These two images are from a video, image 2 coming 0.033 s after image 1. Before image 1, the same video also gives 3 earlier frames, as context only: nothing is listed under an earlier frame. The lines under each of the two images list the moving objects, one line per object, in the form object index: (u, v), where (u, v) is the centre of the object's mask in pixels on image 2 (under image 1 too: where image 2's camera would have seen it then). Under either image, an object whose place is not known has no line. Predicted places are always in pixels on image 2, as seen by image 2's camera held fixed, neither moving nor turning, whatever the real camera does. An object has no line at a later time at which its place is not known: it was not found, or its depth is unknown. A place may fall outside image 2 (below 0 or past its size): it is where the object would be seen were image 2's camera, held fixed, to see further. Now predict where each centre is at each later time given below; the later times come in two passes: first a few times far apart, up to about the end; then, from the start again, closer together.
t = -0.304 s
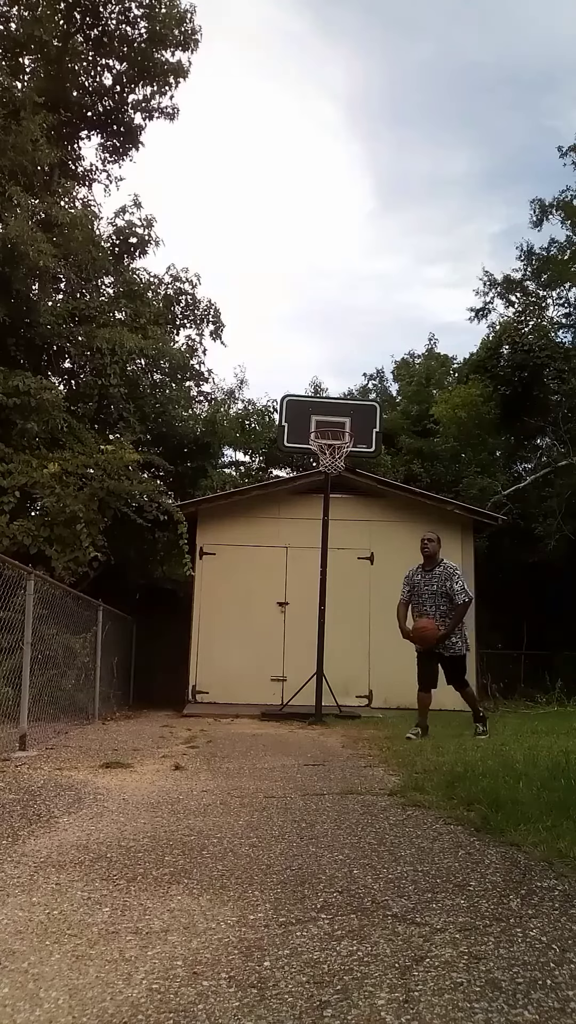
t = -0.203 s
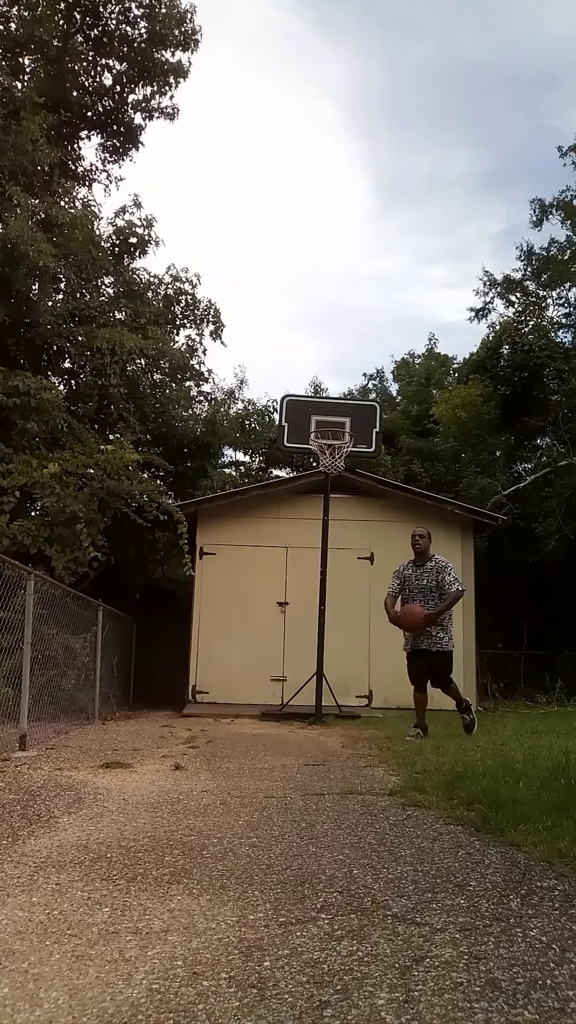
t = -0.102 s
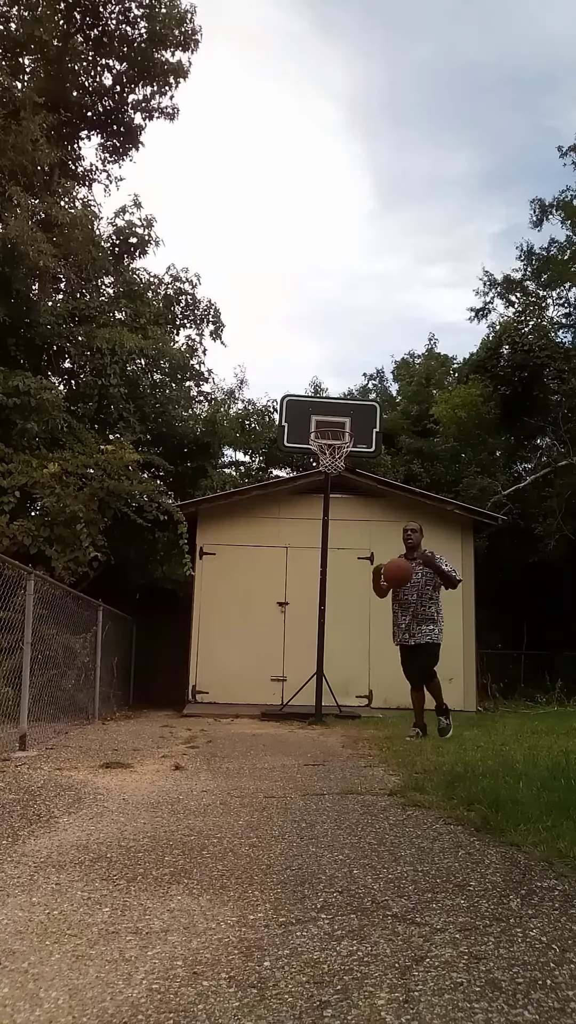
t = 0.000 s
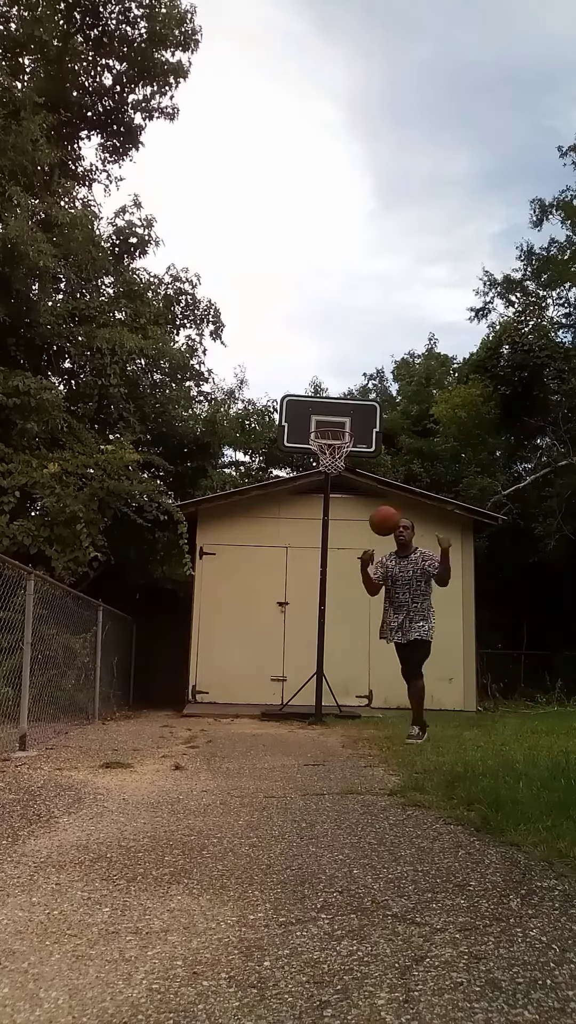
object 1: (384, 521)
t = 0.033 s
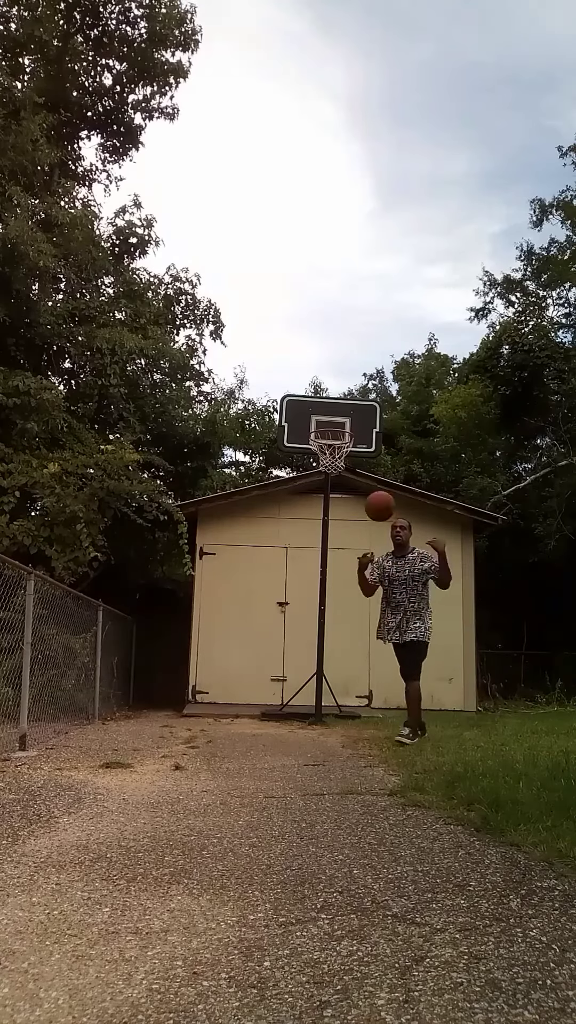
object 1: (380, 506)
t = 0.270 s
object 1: (348, 437)
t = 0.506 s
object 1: (314, 435)
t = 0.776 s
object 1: (267, 532)
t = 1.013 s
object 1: (215, 738)
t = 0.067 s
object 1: (375, 493)
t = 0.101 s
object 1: (371, 480)
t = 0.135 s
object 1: (367, 469)
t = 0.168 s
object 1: (362, 460)
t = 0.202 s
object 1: (357, 449)
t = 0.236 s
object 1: (353, 444)
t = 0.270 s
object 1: (348, 437)
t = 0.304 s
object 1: (344, 433)
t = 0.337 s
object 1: (339, 430)
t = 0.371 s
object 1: (334, 428)
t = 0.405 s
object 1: (329, 428)
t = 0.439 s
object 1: (324, 429)
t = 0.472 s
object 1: (319, 431)
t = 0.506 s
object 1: (314, 435)
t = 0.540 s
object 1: (308, 441)
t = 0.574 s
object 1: (303, 450)
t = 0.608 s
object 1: (298, 458)
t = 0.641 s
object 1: (291, 469)
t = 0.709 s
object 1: (280, 496)
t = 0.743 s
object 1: (273, 513)
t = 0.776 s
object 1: (267, 532)
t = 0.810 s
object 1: (260, 554)
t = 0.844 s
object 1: (254, 578)
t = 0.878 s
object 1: (246, 603)
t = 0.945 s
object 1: (231, 664)
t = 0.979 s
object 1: (224, 698)
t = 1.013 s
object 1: (215, 738)
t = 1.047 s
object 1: (210, 746)
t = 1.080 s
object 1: (208, 717)
